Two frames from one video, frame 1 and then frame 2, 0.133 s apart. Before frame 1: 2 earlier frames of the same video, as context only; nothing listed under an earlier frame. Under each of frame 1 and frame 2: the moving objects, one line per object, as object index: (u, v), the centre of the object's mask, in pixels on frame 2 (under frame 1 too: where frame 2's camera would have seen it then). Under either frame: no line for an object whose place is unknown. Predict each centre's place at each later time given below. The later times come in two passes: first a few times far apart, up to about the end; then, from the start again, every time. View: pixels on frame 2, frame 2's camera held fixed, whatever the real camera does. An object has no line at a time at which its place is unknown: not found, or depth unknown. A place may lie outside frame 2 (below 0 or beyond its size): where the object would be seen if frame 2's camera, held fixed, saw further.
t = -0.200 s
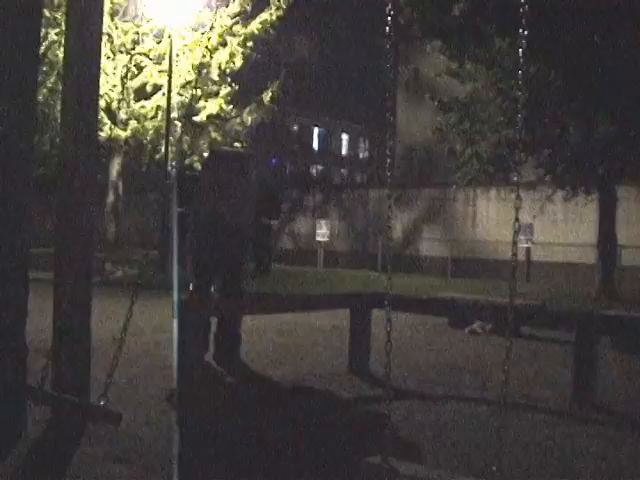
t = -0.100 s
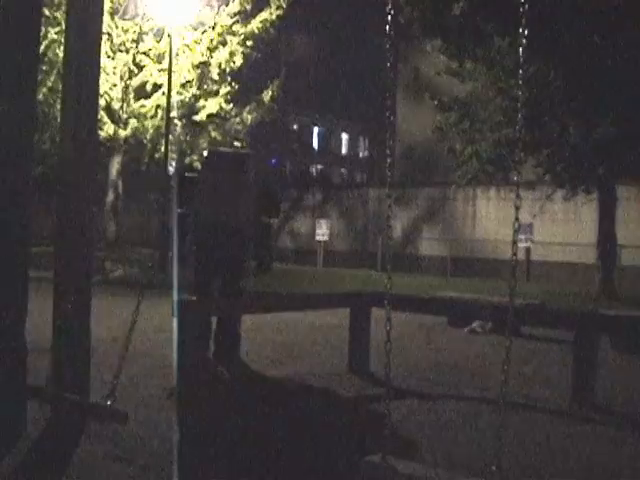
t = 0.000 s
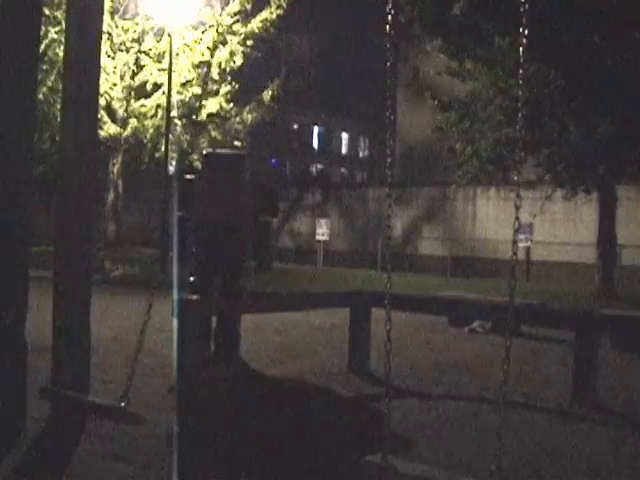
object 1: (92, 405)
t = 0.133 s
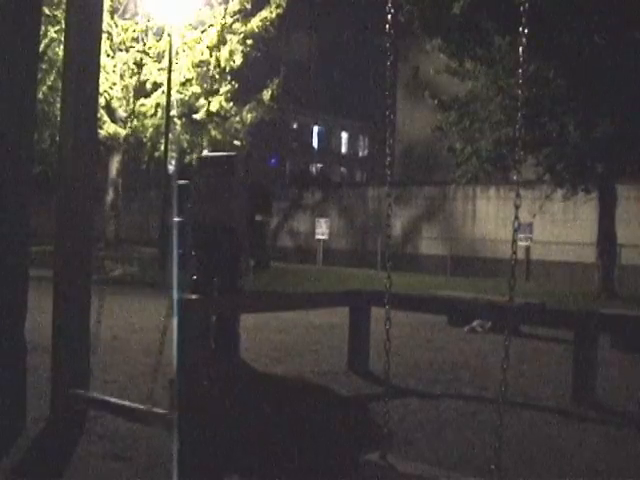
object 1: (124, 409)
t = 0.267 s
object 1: (147, 406)
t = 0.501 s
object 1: (206, 396)
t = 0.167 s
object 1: (128, 408)
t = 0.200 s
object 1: (134, 407)
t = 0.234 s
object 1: (140, 407)
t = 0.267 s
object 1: (147, 406)
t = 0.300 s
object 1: (157, 405)
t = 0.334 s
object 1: (165, 403)
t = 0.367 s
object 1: (173, 402)
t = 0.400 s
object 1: (181, 401)
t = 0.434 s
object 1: (189, 399)
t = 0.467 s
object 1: (199, 398)
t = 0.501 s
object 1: (206, 396)
